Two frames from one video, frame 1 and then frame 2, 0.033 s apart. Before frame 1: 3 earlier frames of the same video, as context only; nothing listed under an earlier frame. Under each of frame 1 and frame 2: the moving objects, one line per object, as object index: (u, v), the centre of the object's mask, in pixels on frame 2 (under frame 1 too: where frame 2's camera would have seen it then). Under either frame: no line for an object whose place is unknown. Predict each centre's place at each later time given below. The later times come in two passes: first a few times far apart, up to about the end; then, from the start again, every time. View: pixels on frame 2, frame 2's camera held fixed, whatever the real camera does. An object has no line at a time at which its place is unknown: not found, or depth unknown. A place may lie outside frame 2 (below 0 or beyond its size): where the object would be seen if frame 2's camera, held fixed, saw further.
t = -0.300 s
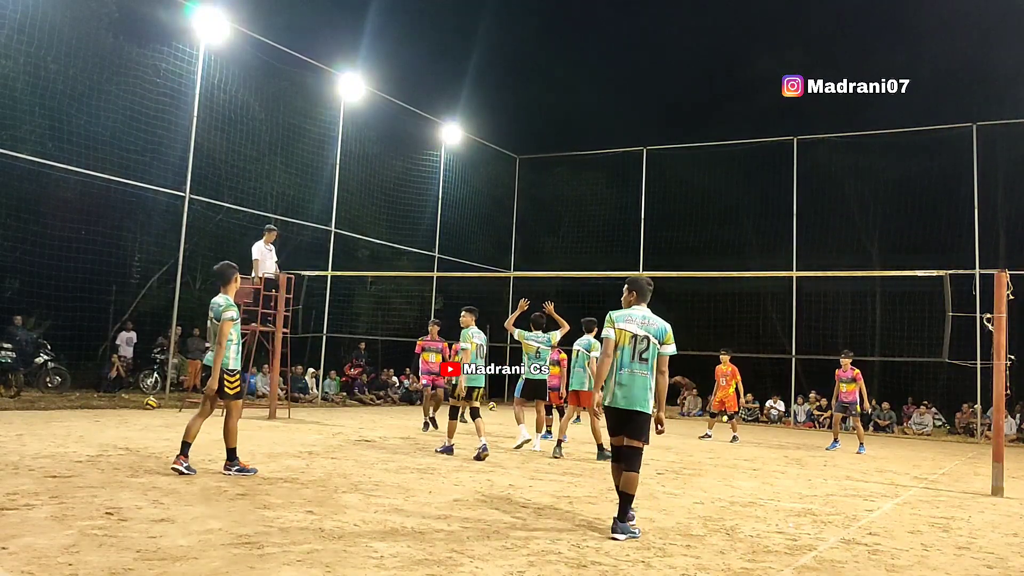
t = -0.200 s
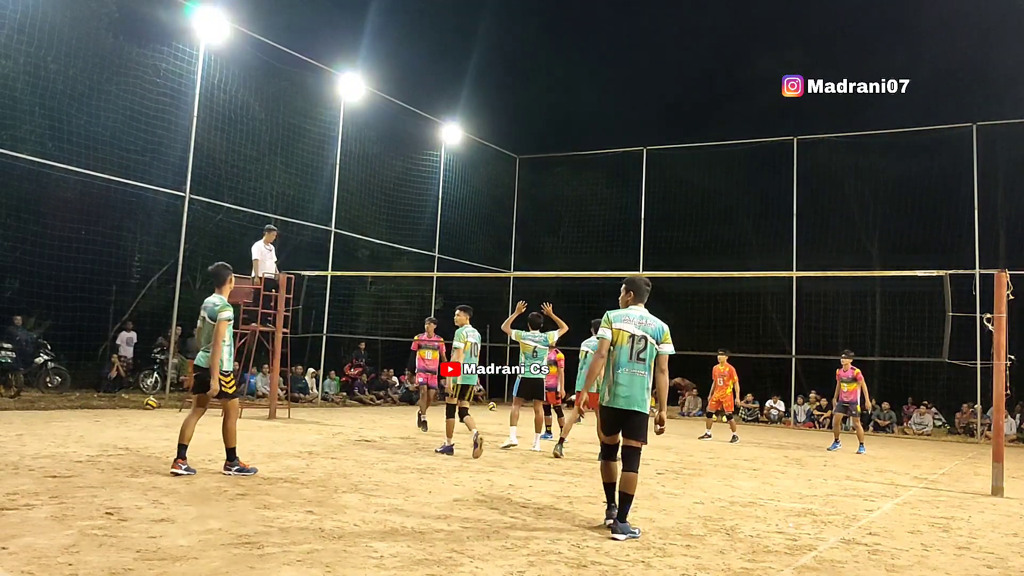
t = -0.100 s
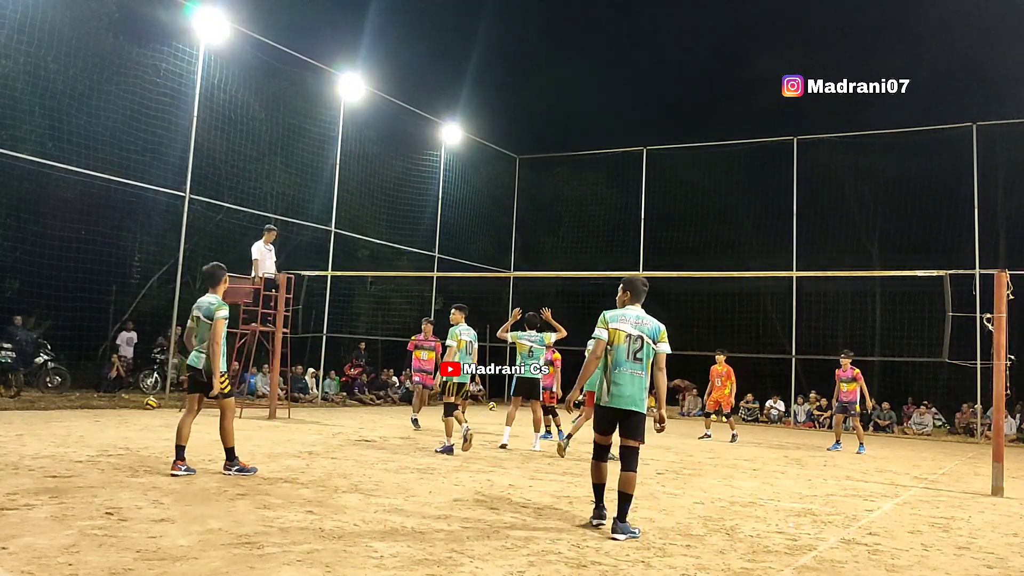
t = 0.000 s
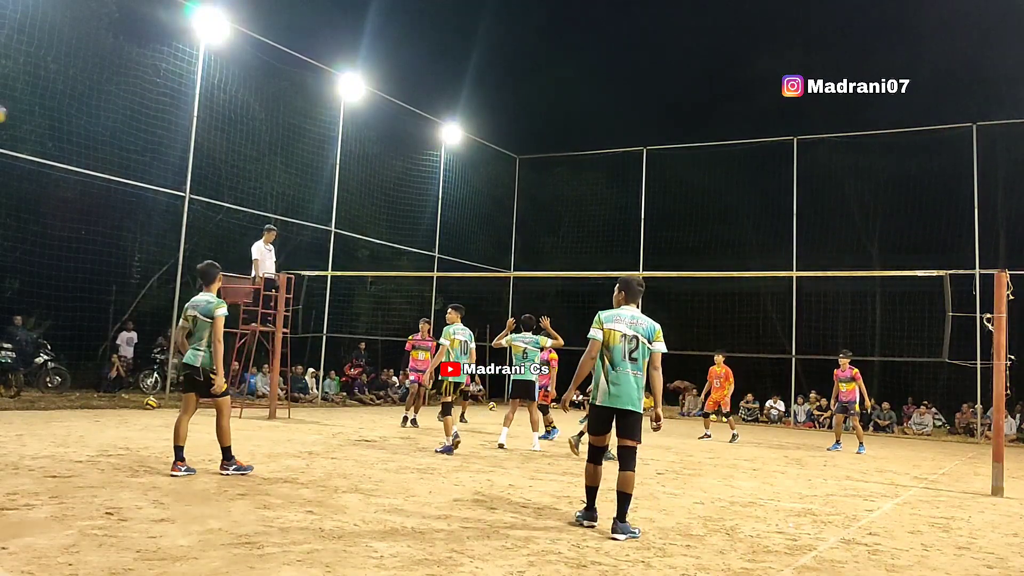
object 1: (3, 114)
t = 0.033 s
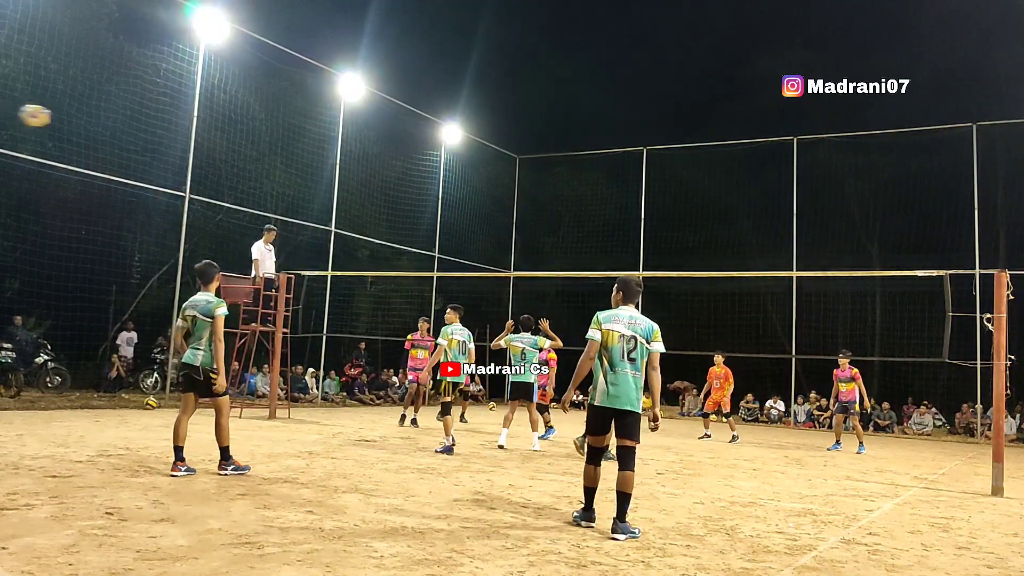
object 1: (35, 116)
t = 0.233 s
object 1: (250, 144)
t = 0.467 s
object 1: (411, 193)
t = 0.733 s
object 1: (525, 265)
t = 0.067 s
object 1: (79, 119)
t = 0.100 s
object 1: (119, 123)
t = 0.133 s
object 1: (155, 128)
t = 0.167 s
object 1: (189, 133)
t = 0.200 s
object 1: (221, 138)
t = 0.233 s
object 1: (250, 144)
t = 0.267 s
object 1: (278, 150)
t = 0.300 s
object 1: (305, 157)
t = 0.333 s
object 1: (328, 164)
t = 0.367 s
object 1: (351, 171)
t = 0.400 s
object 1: (373, 178)
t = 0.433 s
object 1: (392, 185)
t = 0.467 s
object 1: (411, 193)
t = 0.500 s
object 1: (429, 201)
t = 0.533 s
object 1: (446, 210)
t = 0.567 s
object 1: (461, 218)
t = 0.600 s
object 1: (475, 227)
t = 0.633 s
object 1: (489, 236)
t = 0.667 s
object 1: (501, 246)
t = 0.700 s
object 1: (513, 256)
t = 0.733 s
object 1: (525, 265)
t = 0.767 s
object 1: (536, 275)
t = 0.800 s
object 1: (546, 285)
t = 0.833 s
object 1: (557, 295)
